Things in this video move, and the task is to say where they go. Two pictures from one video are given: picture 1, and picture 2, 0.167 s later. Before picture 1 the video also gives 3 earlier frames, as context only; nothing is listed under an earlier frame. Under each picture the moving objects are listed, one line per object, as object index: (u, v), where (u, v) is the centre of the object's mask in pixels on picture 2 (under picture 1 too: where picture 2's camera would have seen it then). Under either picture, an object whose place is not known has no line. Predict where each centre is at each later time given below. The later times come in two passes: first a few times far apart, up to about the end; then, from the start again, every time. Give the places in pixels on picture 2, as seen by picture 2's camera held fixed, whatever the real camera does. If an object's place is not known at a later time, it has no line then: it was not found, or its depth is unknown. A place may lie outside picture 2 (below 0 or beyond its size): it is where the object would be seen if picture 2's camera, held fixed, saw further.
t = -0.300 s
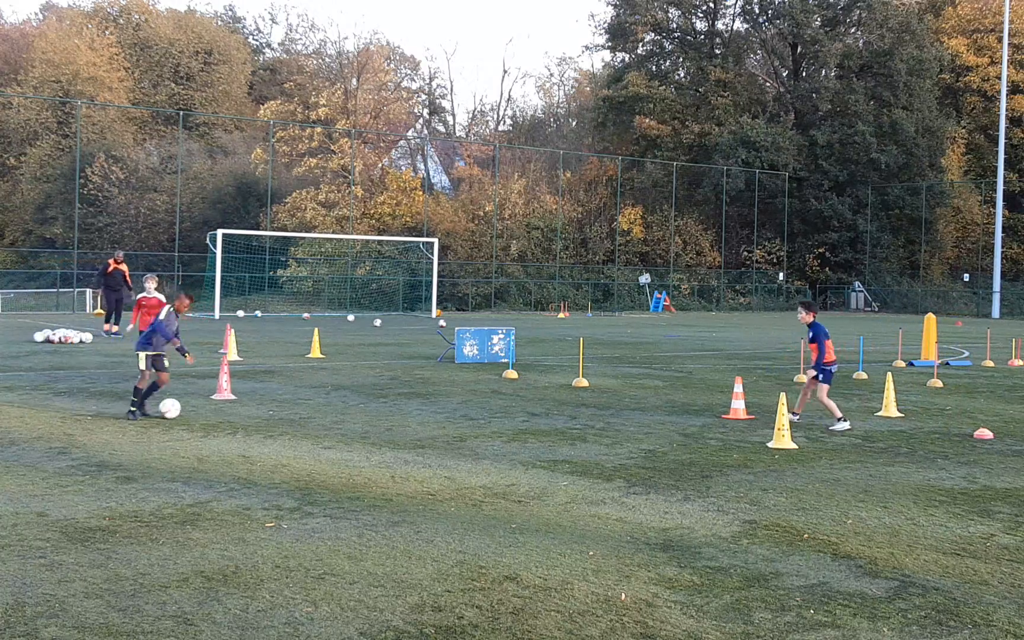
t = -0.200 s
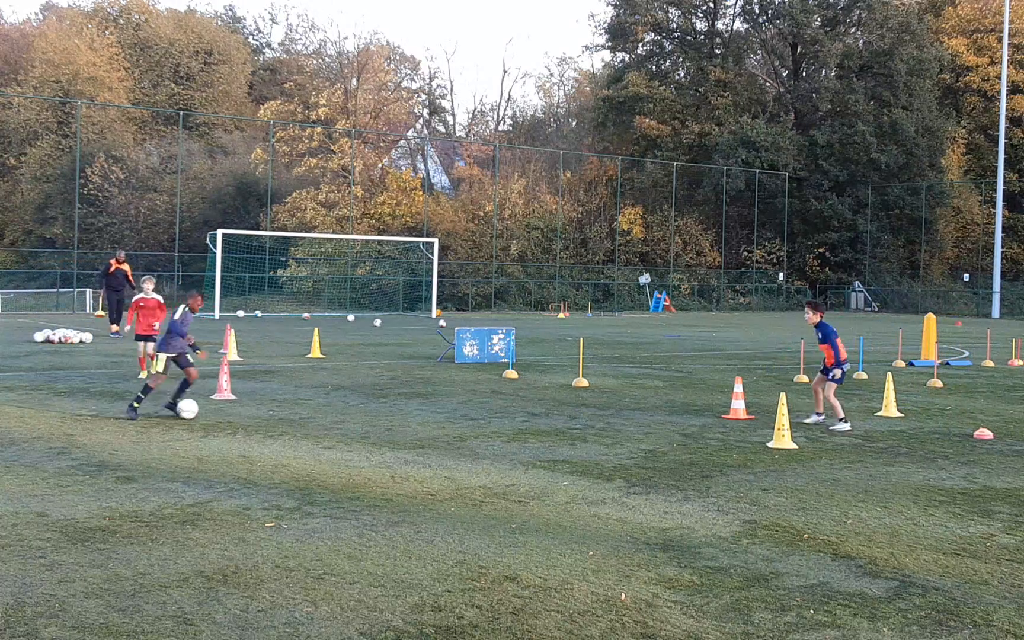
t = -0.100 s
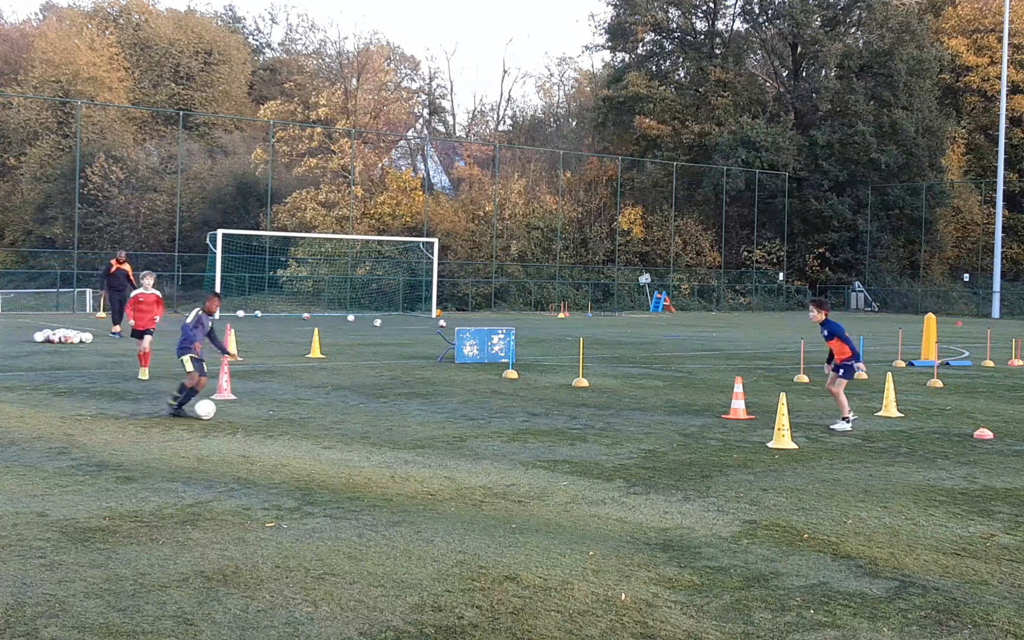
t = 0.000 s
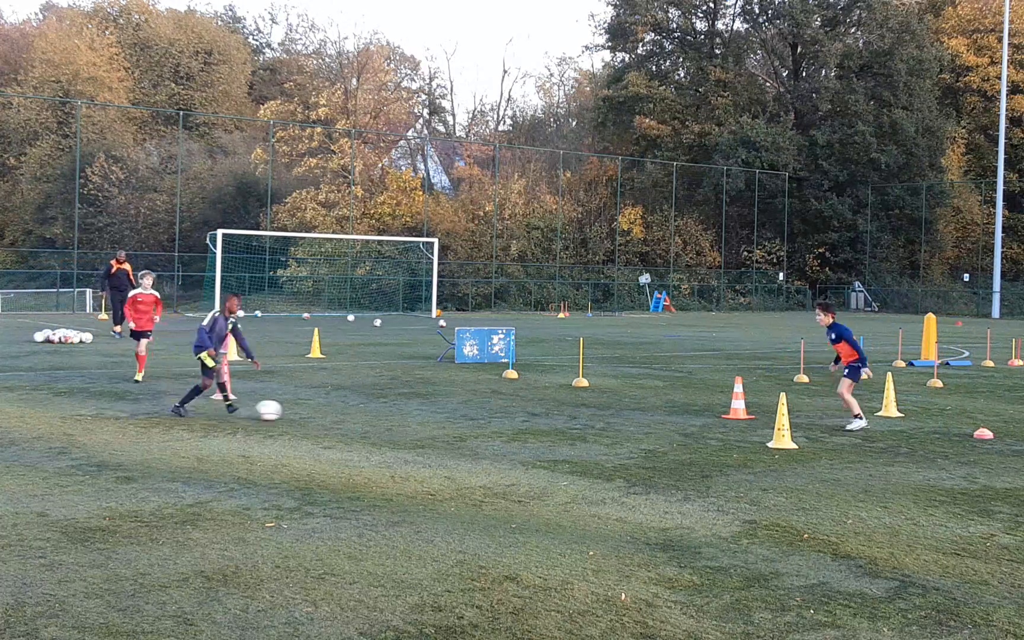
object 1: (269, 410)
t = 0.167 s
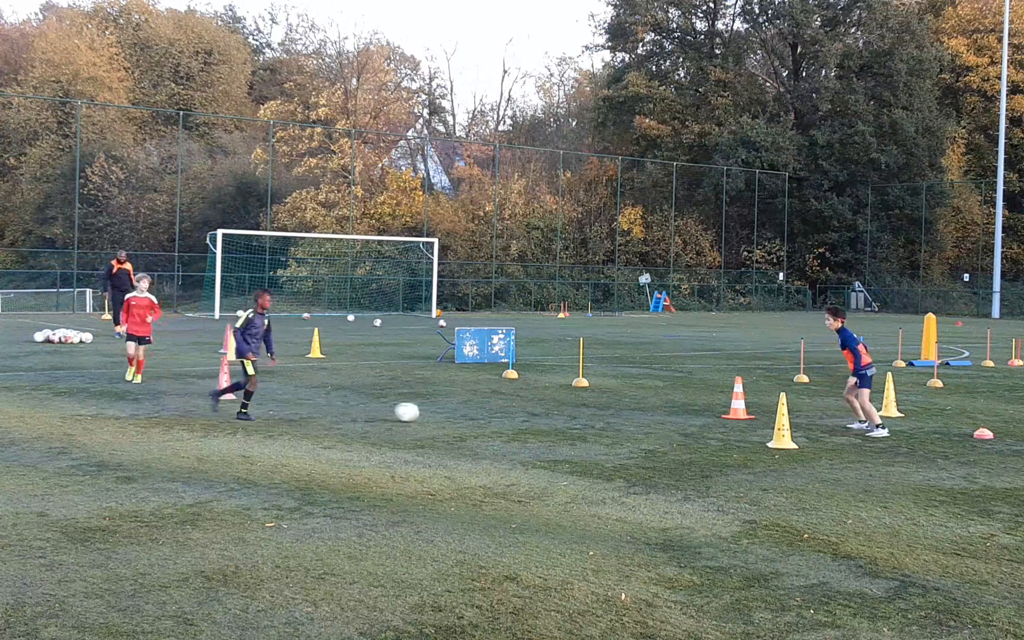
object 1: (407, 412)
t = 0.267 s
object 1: (479, 413)
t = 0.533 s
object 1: (637, 409)
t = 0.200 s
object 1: (432, 413)
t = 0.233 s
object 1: (456, 413)
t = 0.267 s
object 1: (479, 413)
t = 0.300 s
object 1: (502, 412)
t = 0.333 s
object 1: (523, 412)
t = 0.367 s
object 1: (544, 413)
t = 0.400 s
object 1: (565, 415)
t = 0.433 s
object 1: (584, 413)
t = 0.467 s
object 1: (602, 411)
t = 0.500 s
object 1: (619, 409)
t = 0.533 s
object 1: (637, 409)
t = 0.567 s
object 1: (654, 411)
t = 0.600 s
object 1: (671, 412)
